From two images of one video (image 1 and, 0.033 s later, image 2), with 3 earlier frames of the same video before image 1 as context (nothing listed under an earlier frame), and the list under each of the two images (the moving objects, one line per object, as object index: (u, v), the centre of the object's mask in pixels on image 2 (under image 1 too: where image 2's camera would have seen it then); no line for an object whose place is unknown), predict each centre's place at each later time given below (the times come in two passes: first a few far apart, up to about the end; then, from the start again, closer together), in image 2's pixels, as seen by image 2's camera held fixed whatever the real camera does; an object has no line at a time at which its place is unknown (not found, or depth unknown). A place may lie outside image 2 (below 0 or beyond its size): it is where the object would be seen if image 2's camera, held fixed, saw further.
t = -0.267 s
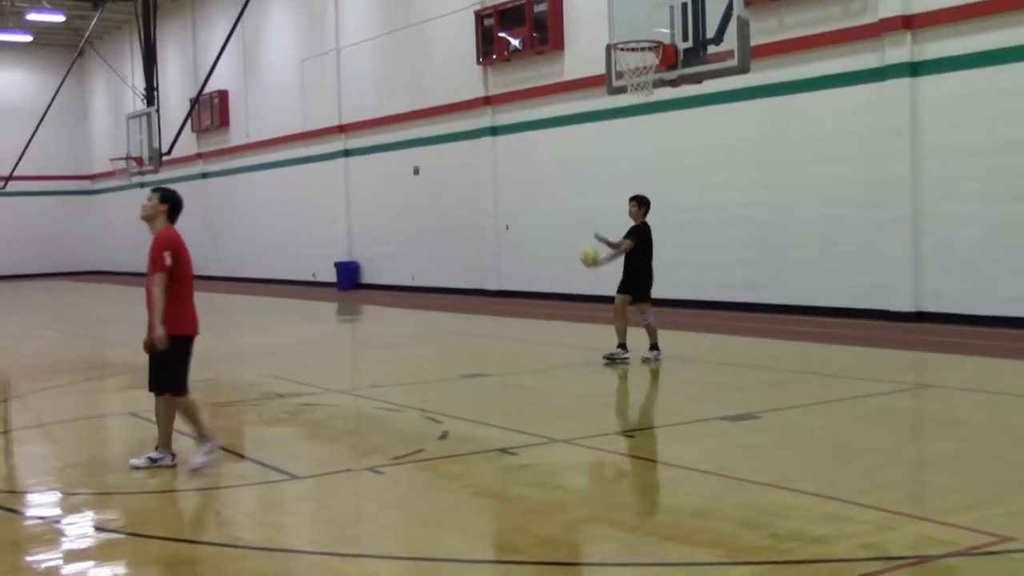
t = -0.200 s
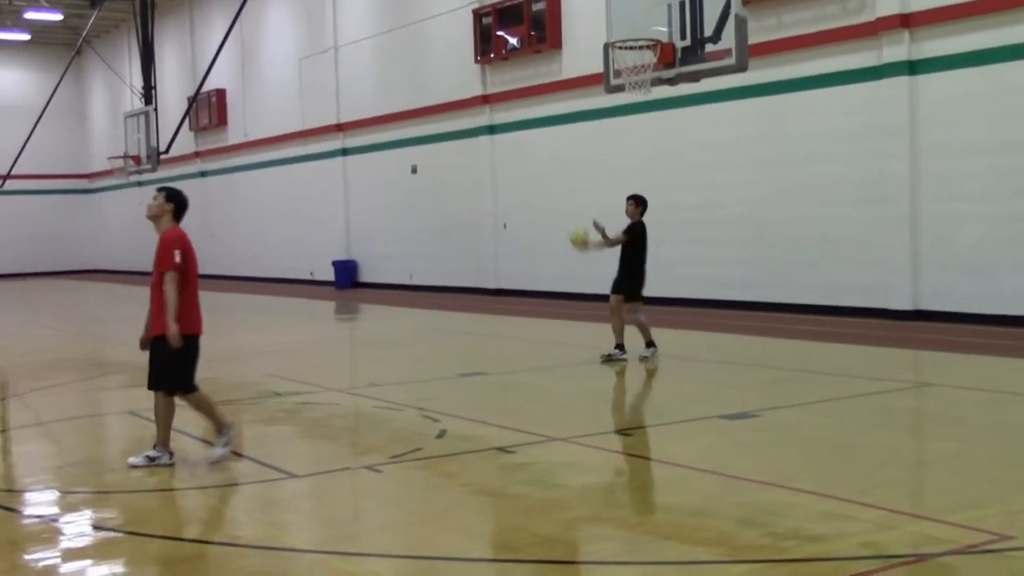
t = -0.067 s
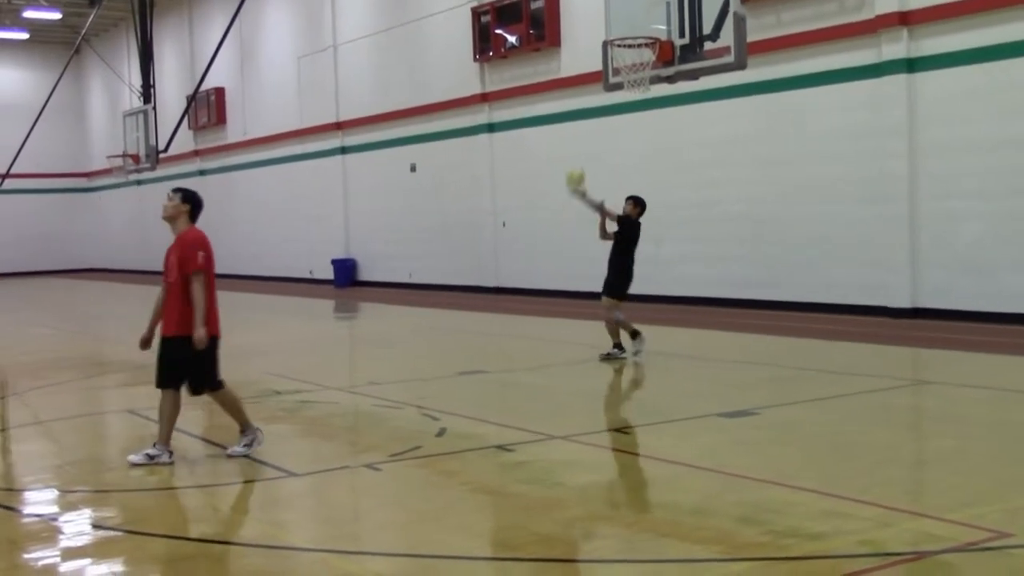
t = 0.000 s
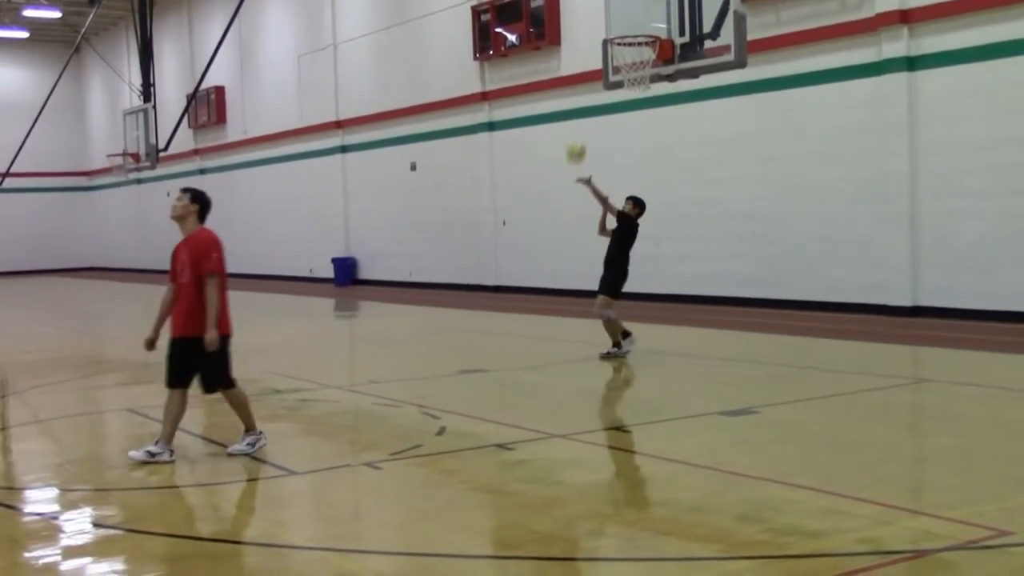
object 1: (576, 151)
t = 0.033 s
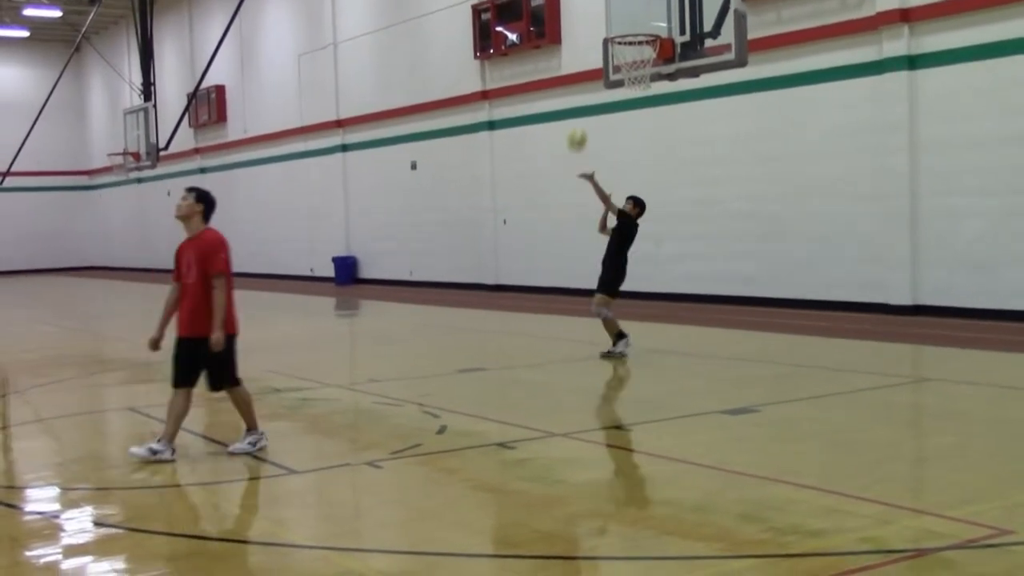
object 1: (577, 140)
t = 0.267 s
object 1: (581, 93)
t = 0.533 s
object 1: (590, 103)
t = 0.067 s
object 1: (577, 130)
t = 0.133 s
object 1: (579, 114)
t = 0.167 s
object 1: (580, 107)
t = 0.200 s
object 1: (580, 100)
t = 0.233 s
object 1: (580, 97)
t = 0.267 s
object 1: (581, 93)
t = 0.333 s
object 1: (582, 89)
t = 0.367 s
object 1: (583, 89)
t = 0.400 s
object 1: (585, 89)
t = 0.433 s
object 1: (586, 91)
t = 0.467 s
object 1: (588, 94)
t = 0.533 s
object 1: (590, 103)
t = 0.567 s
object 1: (592, 110)
